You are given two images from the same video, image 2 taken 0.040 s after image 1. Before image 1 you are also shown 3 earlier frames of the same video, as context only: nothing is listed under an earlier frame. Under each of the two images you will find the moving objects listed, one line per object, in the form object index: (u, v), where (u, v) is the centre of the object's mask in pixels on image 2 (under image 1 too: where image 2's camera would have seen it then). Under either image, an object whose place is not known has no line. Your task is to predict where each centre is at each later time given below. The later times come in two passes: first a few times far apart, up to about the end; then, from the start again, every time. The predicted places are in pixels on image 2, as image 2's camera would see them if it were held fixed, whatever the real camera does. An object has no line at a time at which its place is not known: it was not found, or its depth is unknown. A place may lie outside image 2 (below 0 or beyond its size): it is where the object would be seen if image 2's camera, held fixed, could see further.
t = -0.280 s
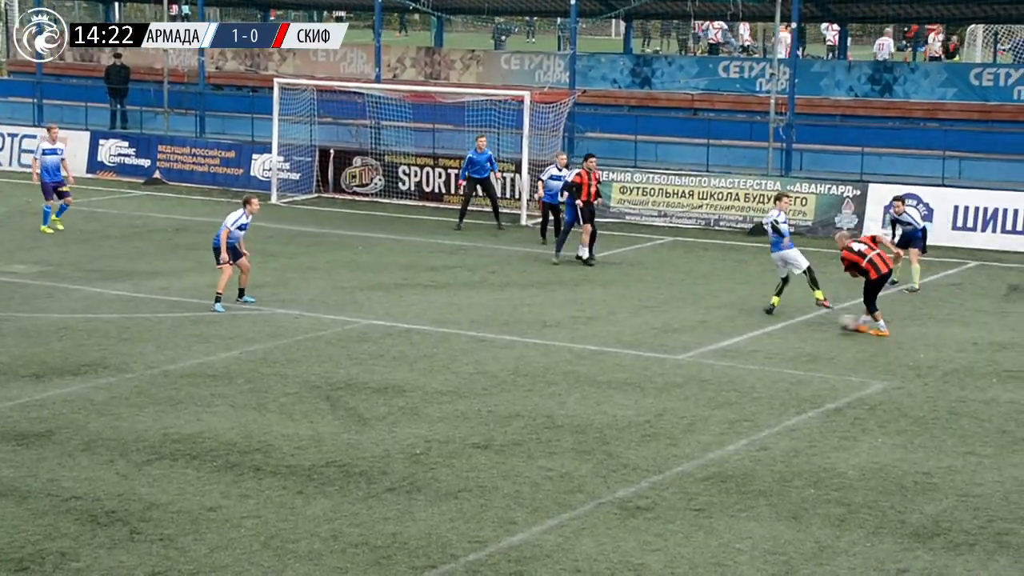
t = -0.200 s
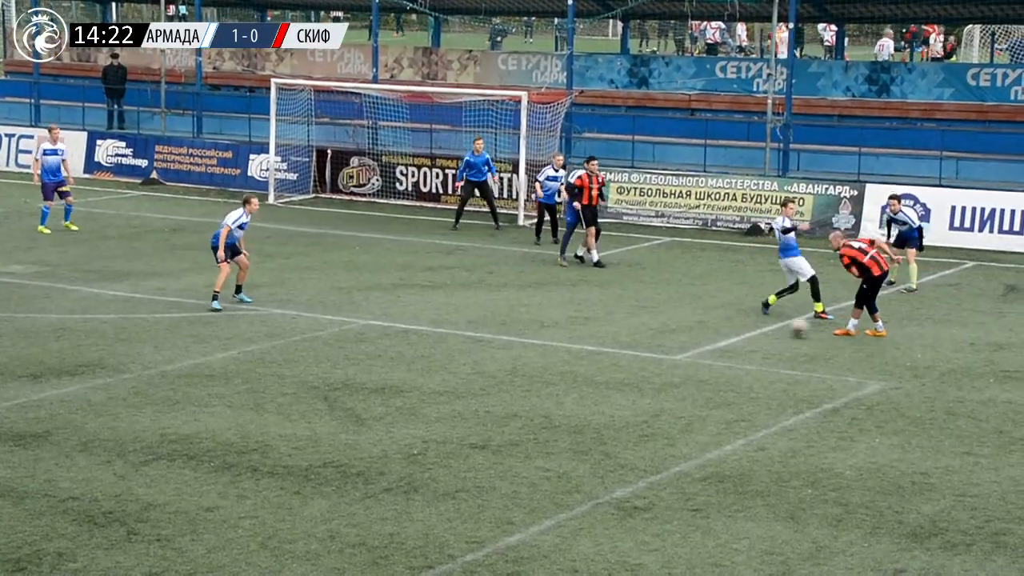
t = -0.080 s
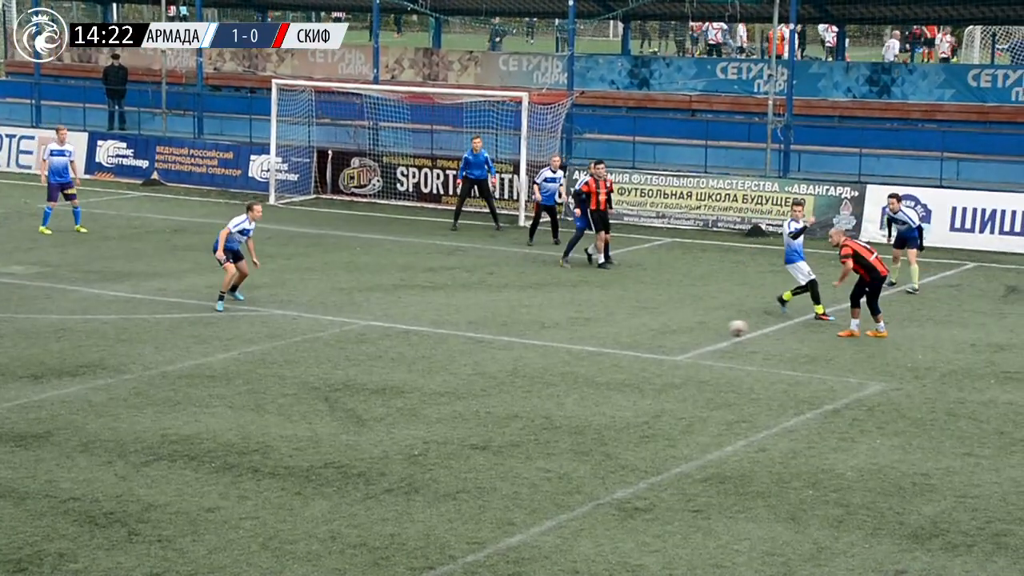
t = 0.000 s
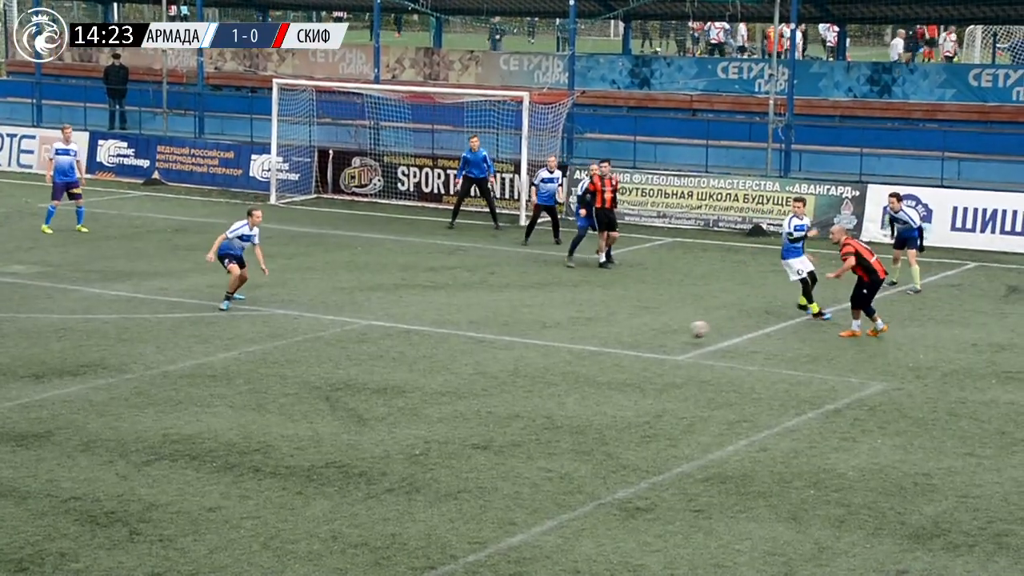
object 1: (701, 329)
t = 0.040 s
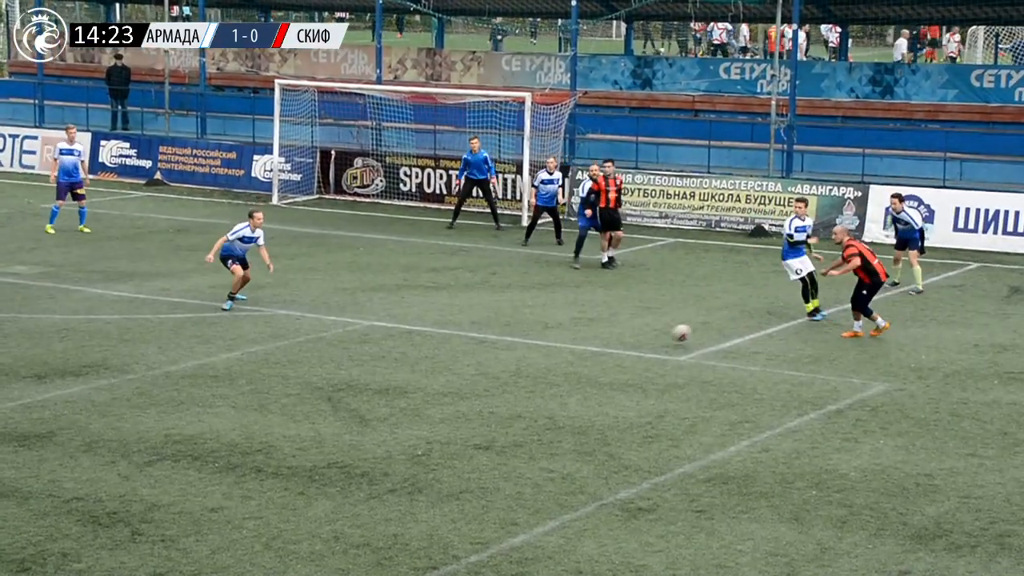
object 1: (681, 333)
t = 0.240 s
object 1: (586, 337)
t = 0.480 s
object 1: (473, 346)
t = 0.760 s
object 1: (339, 354)
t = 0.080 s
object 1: (661, 337)
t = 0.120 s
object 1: (642, 339)
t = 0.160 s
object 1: (624, 337)
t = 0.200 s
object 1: (605, 336)
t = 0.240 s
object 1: (586, 337)
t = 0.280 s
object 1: (568, 340)
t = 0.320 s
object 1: (548, 344)
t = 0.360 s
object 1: (530, 345)
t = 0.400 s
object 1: (511, 344)
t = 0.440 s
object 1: (491, 344)
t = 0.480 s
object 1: (473, 346)
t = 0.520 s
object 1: (453, 349)
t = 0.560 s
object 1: (434, 350)
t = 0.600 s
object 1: (416, 348)
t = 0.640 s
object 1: (396, 349)
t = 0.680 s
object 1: (378, 352)
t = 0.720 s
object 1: (358, 354)
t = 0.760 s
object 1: (339, 354)
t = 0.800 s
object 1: (320, 355)
